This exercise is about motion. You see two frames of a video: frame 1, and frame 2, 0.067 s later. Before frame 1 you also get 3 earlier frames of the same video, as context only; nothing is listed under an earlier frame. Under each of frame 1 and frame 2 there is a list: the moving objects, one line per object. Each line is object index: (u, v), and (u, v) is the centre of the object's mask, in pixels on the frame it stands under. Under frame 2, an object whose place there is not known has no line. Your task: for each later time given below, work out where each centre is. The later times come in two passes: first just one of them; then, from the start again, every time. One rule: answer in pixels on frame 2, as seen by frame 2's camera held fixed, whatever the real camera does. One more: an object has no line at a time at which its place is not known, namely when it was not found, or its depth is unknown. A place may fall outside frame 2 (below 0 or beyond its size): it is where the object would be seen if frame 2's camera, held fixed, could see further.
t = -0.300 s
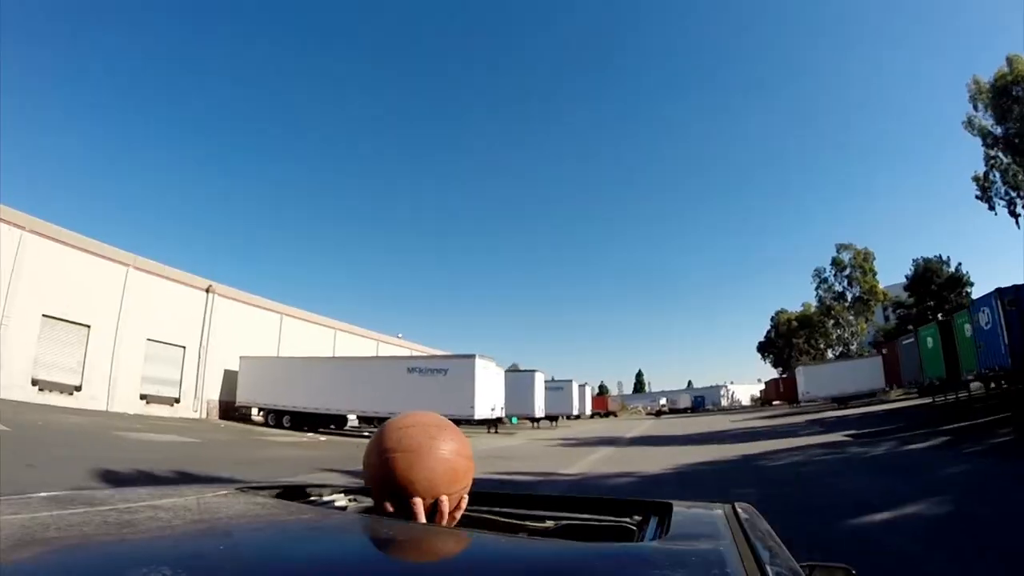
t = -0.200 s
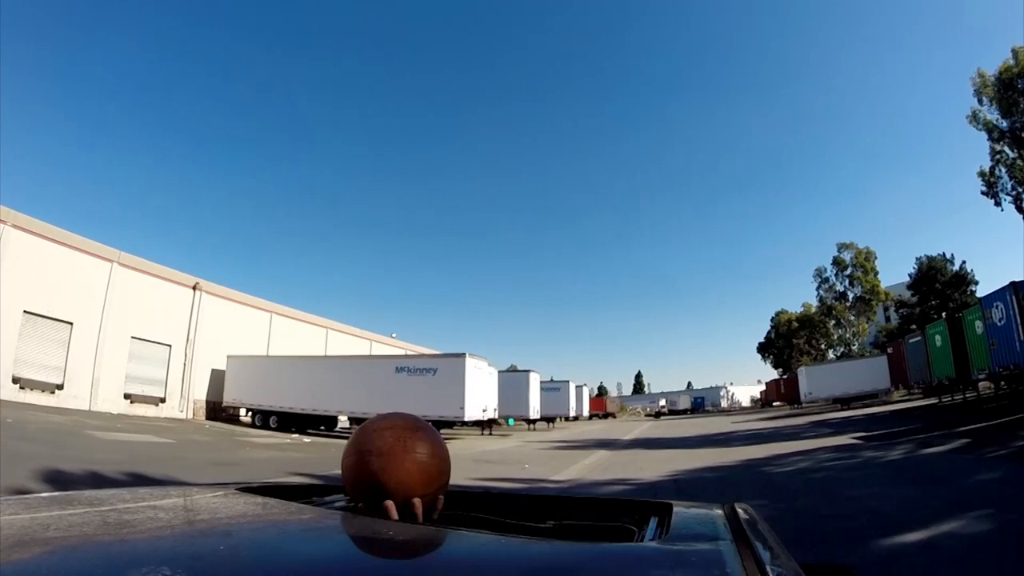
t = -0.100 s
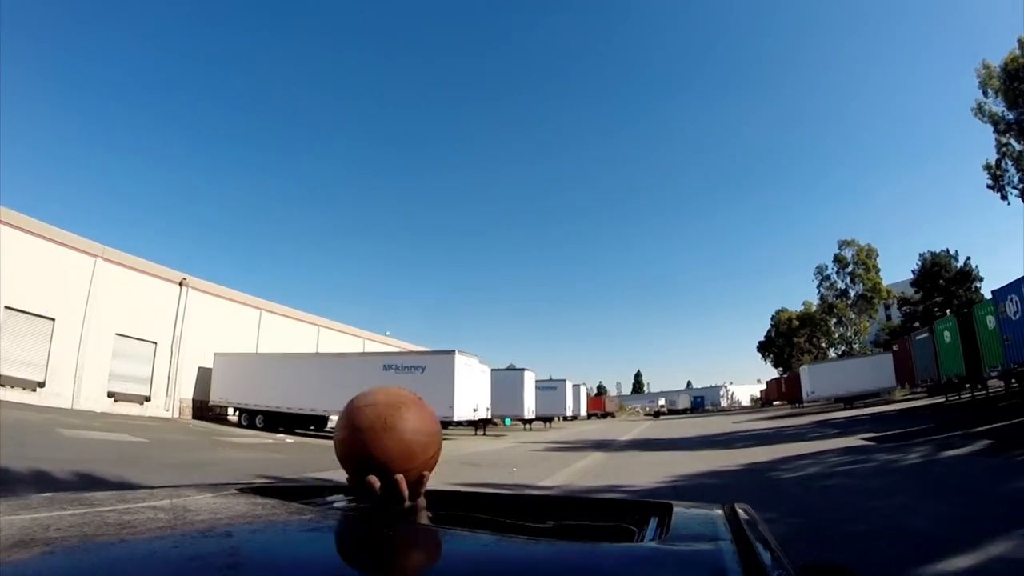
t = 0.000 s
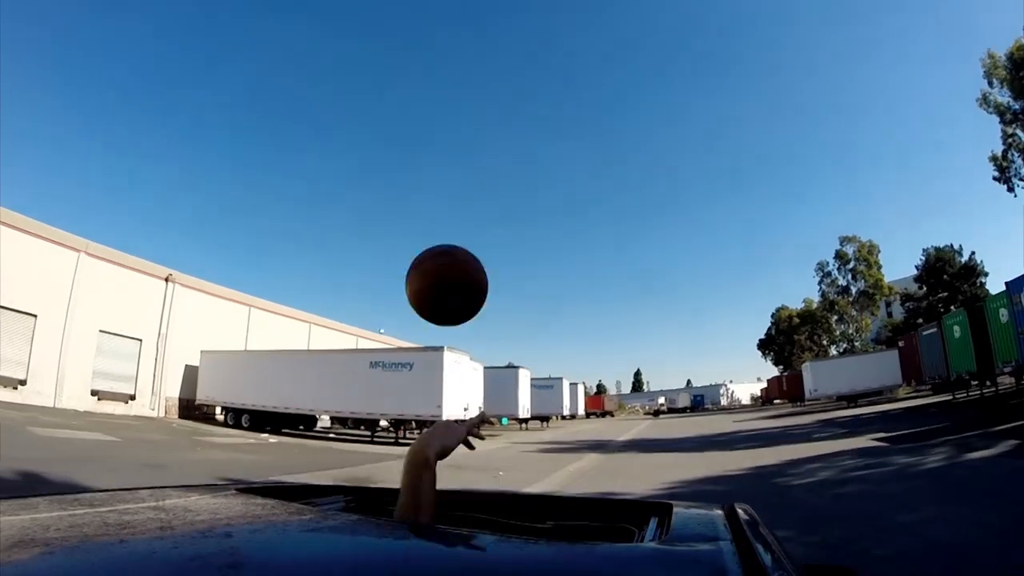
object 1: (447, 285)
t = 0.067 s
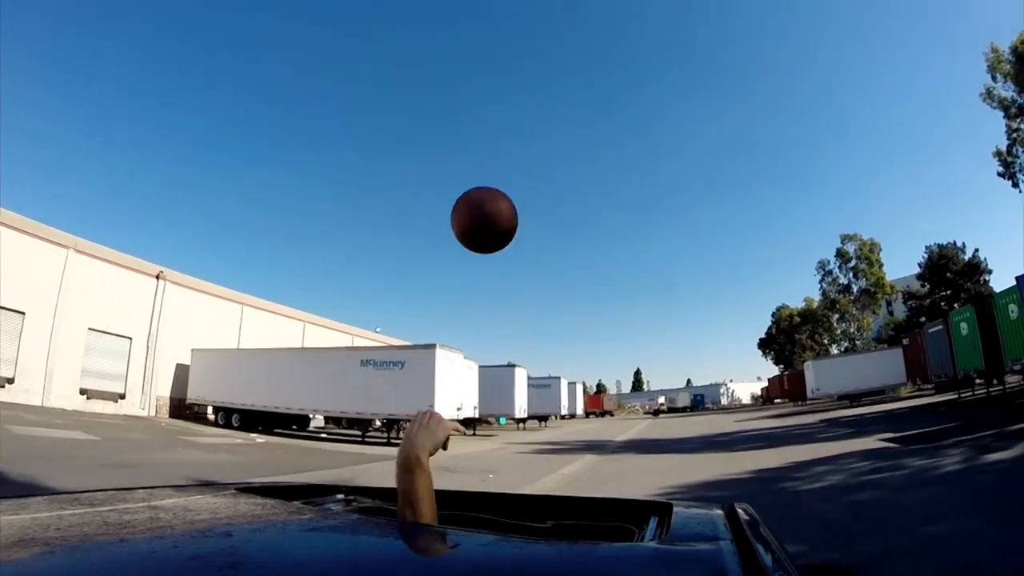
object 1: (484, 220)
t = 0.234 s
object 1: (543, 173)
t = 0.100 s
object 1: (501, 202)
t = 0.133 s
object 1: (515, 191)
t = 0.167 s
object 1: (525, 181)
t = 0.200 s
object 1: (535, 176)
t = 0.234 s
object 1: (543, 173)
